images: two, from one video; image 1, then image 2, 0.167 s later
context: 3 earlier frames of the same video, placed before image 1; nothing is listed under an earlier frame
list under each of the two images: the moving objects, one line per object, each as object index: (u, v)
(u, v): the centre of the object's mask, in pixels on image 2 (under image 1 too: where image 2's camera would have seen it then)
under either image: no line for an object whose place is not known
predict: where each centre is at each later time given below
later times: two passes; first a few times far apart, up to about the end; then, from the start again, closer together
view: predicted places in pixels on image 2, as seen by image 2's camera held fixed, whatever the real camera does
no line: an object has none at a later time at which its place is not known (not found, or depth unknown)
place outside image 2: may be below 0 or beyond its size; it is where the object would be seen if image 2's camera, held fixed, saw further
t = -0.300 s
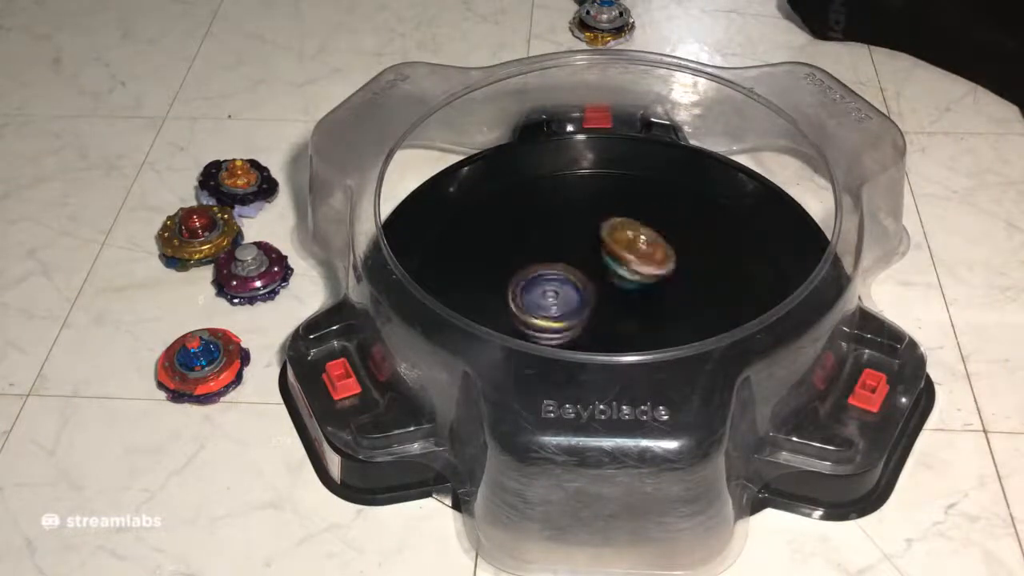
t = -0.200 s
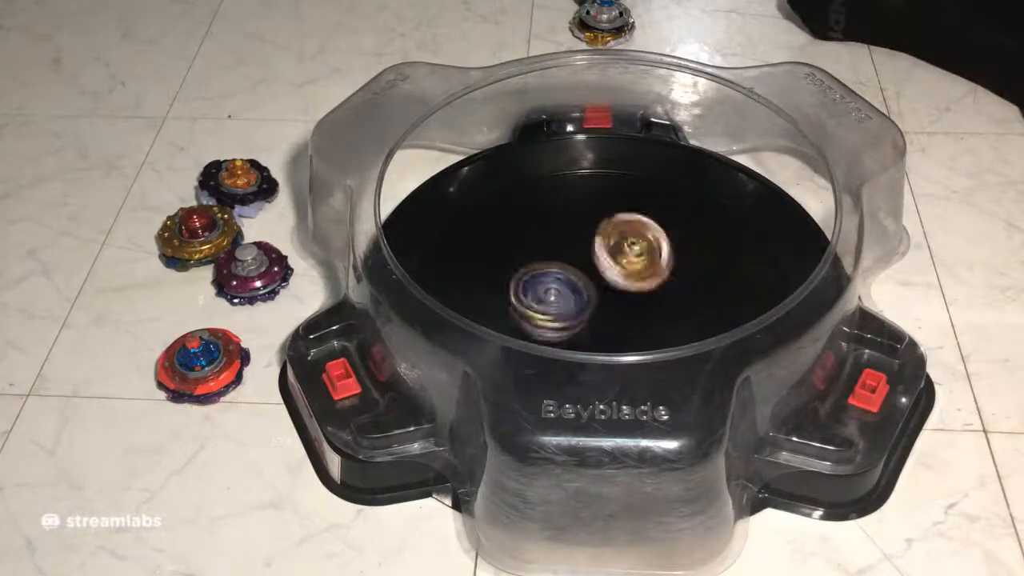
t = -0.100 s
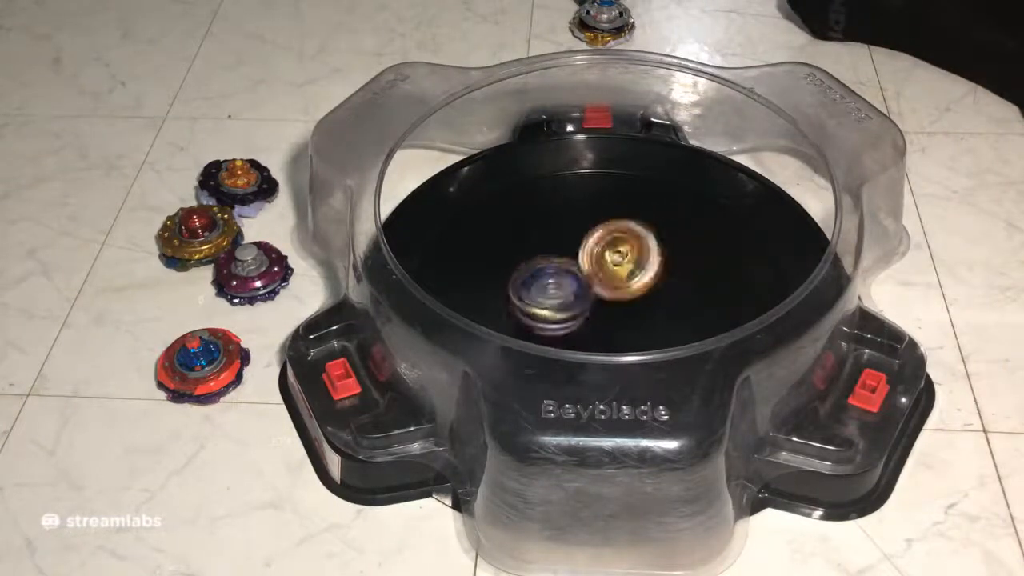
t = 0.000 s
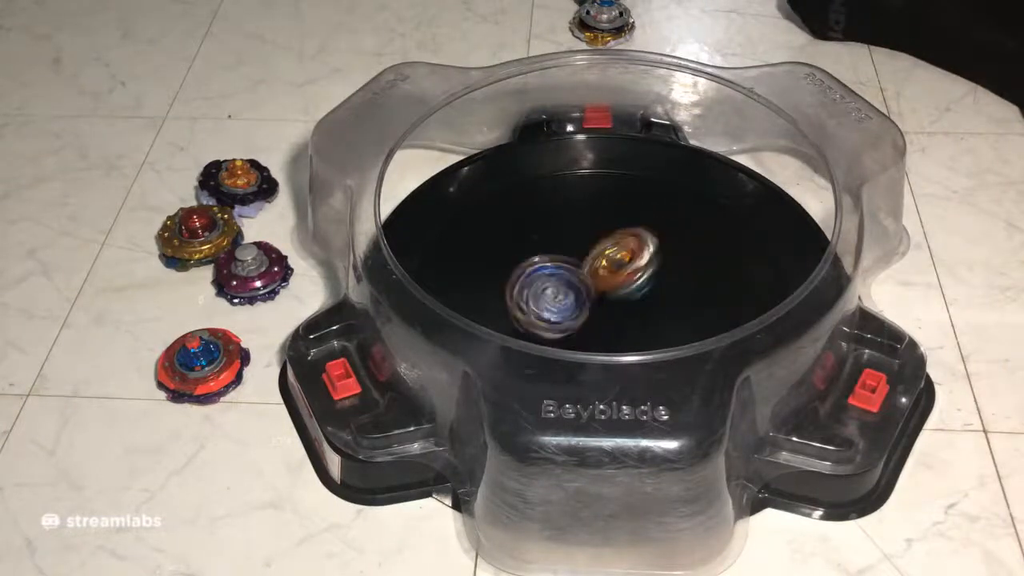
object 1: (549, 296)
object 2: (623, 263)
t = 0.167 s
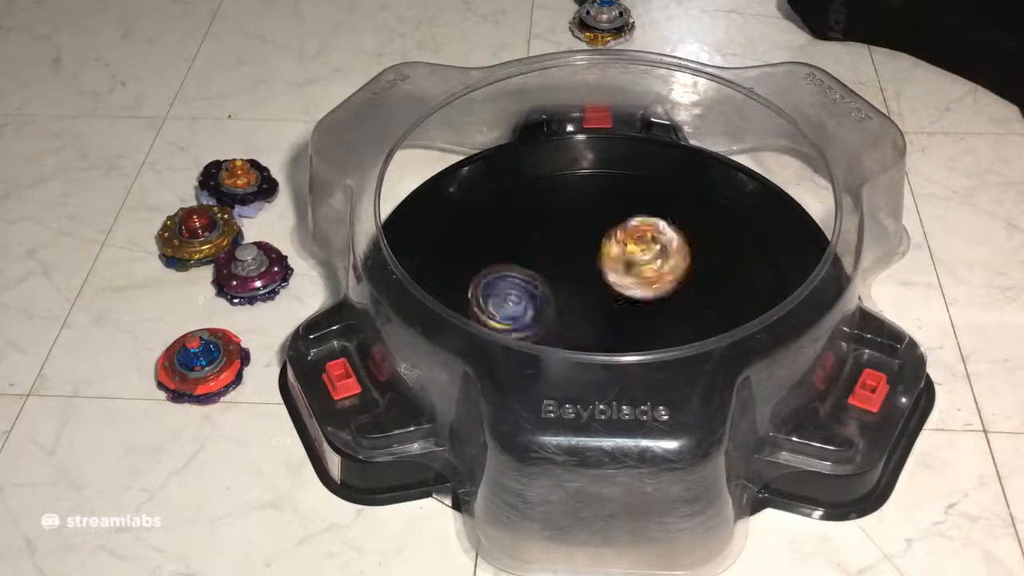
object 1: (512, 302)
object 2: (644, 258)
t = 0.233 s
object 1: (505, 299)
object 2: (635, 256)
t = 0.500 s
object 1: (556, 297)
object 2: (627, 268)
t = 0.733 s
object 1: (555, 319)
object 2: (667, 245)
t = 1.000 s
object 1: (562, 318)
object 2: (654, 261)
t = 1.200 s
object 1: (592, 315)
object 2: (649, 272)
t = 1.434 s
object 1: (581, 316)
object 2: (646, 267)
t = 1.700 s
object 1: (582, 314)
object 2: (624, 259)
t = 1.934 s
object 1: (583, 311)
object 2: (629, 258)
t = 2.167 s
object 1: (582, 309)
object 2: (628, 255)
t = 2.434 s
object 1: (583, 308)
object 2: (619, 249)
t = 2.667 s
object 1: (587, 308)
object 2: (621, 251)
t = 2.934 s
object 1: (588, 308)
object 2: (622, 251)
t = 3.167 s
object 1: (588, 307)
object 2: (622, 251)
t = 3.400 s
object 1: (588, 307)
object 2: (622, 251)
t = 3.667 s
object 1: (588, 307)
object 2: (622, 251)
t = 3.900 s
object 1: (588, 307)
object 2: (622, 251)
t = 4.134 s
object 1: (588, 307)
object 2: (622, 251)
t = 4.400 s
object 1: (588, 307)
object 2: (622, 251)
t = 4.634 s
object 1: (588, 307)
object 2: (622, 251)
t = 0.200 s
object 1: (507, 300)
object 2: (637, 256)
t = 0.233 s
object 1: (505, 299)
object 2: (635, 256)
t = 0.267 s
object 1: (506, 299)
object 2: (633, 259)
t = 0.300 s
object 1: (507, 299)
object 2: (634, 257)
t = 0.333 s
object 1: (509, 298)
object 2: (635, 259)
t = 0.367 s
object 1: (517, 297)
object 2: (630, 264)
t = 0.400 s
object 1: (526, 298)
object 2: (624, 265)
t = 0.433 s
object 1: (536, 297)
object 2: (620, 264)
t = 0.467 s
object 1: (544, 296)
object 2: (625, 266)
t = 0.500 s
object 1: (556, 297)
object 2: (627, 268)
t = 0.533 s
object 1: (563, 298)
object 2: (635, 265)
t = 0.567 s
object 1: (565, 303)
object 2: (641, 263)
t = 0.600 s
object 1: (564, 309)
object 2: (649, 257)
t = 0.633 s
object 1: (564, 313)
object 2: (657, 253)
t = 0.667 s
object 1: (563, 316)
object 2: (663, 250)
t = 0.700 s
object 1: (557, 317)
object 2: (666, 247)
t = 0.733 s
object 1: (555, 319)
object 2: (667, 245)
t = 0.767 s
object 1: (552, 323)
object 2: (666, 245)
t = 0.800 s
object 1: (546, 323)
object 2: (664, 245)
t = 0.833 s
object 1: (546, 322)
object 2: (660, 246)
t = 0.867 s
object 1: (548, 321)
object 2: (656, 247)
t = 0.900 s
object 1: (550, 317)
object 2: (656, 248)
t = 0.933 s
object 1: (556, 316)
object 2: (656, 250)
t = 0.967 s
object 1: (557, 317)
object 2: (656, 255)
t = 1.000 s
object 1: (562, 318)
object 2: (654, 261)
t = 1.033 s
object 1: (571, 313)
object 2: (647, 271)
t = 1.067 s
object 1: (576, 312)
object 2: (645, 275)
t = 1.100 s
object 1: (582, 312)
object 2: (644, 277)
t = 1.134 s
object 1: (585, 313)
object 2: (646, 275)
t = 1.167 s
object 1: (588, 315)
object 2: (647, 274)
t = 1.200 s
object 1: (592, 315)
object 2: (649, 272)
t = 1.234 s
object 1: (595, 315)
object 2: (650, 271)
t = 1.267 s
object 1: (592, 316)
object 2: (650, 270)
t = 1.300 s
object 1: (591, 317)
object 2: (652, 267)
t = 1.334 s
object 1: (590, 317)
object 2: (651, 265)
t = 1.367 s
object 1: (587, 315)
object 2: (650, 265)
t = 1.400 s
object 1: (584, 315)
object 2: (649, 265)
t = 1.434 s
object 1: (581, 316)
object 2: (646, 267)
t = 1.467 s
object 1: (579, 315)
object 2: (641, 268)
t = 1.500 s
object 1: (580, 315)
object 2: (637, 266)
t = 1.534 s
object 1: (582, 315)
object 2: (632, 264)
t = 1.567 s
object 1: (584, 316)
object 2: (628, 262)
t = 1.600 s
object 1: (586, 315)
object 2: (624, 262)
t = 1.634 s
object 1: (584, 315)
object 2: (623, 261)
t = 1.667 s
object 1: (583, 315)
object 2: (622, 260)
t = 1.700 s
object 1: (582, 314)
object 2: (624, 259)
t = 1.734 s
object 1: (583, 313)
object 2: (625, 259)
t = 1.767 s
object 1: (584, 312)
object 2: (628, 259)
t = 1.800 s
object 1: (583, 311)
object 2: (630, 259)
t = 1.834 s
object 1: (582, 310)
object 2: (631, 258)
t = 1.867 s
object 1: (582, 311)
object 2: (630, 259)
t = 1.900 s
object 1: (582, 311)
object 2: (630, 258)
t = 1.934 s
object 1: (583, 311)
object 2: (629, 258)
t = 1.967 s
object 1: (583, 312)
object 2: (628, 257)
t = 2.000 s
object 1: (583, 311)
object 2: (627, 256)
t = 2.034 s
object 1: (582, 311)
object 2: (626, 256)
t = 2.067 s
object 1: (581, 311)
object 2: (627, 256)
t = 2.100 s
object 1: (582, 311)
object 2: (627, 255)
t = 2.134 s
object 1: (582, 310)
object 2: (627, 256)
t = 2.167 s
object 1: (582, 309)
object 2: (628, 255)
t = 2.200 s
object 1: (582, 309)
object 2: (627, 255)
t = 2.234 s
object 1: (582, 309)
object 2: (626, 254)
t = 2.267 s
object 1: (583, 309)
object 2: (624, 254)
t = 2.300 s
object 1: (583, 309)
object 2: (624, 253)
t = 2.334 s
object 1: (582, 309)
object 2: (622, 252)
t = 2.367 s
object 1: (583, 309)
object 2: (621, 250)
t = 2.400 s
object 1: (583, 309)
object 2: (620, 249)
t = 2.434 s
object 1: (583, 308)
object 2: (619, 249)
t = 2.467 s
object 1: (584, 308)
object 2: (620, 249)
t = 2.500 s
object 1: (584, 308)
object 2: (621, 250)
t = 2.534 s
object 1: (585, 307)
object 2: (621, 250)
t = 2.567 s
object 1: (586, 308)
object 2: (622, 251)
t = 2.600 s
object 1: (587, 308)
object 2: (623, 251)
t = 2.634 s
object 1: (587, 308)
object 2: (622, 251)
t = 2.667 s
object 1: (587, 308)
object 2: (621, 251)
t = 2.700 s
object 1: (587, 308)
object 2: (620, 250)
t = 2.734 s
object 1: (587, 307)
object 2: (620, 250)
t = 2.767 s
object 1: (587, 307)
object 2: (620, 250)
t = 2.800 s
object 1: (587, 308)
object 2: (620, 250)
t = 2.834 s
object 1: (587, 308)
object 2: (621, 250)
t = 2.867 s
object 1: (588, 307)
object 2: (621, 251)
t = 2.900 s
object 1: (588, 308)
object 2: (622, 251)
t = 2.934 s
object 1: (588, 308)
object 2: (622, 251)
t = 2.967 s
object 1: (588, 307)
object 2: (622, 251)
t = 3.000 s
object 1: (588, 308)
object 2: (621, 250)
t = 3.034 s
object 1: (588, 307)
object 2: (621, 250)
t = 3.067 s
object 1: (588, 307)
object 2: (621, 250)
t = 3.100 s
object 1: (588, 307)
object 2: (621, 250)
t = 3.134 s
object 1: (588, 307)
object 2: (621, 251)
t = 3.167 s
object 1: (588, 307)
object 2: (622, 251)
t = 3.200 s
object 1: (588, 307)
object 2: (622, 251)
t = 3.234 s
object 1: (588, 307)
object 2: (622, 251)
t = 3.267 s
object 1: (588, 307)
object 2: (622, 251)
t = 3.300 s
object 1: (588, 307)
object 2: (622, 251)
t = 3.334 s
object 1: (588, 307)
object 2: (622, 251)
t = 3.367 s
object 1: (588, 307)
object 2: (622, 251)
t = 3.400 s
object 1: (588, 307)
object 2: (622, 251)
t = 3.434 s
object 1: (588, 307)
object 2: (622, 251)
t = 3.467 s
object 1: (588, 307)
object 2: (622, 251)
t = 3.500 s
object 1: (588, 307)
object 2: (622, 251)
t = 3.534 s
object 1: (588, 307)
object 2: (622, 251)
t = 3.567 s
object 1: (588, 307)
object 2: (622, 251)
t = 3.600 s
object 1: (588, 307)
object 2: (622, 251)
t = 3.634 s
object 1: (588, 307)
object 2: (622, 251)
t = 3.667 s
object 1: (588, 307)
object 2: (622, 251)
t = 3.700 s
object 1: (588, 307)
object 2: (622, 251)
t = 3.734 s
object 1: (588, 307)
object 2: (622, 251)
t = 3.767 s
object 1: (588, 307)
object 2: (622, 251)
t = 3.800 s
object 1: (588, 307)
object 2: (622, 251)
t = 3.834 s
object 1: (588, 307)
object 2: (622, 251)
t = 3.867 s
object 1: (588, 307)
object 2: (622, 251)
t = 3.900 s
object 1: (588, 307)
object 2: (622, 251)
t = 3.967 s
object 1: (588, 307)
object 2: (622, 251)
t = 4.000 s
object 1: (588, 307)
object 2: (622, 251)
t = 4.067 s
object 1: (588, 307)
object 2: (622, 251)
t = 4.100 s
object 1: (588, 307)
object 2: (622, 251)
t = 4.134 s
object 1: (588, 307)
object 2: (622, 251)
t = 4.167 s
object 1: (588, 307)
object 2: (622, 251)
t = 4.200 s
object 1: (588, 307)
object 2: (622, 251)
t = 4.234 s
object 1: (588, 307)
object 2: (622, 251)
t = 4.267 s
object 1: (588, 307)
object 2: (622, 251)
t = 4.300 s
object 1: (588, 307)
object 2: (622, 251)
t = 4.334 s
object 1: (588, 307)
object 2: (622, 251)
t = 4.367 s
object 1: (588, 307)
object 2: (622, 251)
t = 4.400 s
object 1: (588, 307)
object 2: (622, 251)
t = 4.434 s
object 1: (588, 307)
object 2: (622, 251)
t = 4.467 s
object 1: (588, 307)
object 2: (622, 251)
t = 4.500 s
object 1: (588, 307)
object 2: (622, 251)
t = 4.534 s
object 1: (588, 307)
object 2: (622, 251)
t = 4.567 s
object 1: (588, 307)
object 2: (622, 251)
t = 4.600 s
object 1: (588, 307)
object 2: (622, 251)
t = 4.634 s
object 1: (588, 307)
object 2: (622, 251)
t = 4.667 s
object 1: (588, 307)
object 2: (622, 251)
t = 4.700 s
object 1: (588, 307)
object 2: (622, 251)
